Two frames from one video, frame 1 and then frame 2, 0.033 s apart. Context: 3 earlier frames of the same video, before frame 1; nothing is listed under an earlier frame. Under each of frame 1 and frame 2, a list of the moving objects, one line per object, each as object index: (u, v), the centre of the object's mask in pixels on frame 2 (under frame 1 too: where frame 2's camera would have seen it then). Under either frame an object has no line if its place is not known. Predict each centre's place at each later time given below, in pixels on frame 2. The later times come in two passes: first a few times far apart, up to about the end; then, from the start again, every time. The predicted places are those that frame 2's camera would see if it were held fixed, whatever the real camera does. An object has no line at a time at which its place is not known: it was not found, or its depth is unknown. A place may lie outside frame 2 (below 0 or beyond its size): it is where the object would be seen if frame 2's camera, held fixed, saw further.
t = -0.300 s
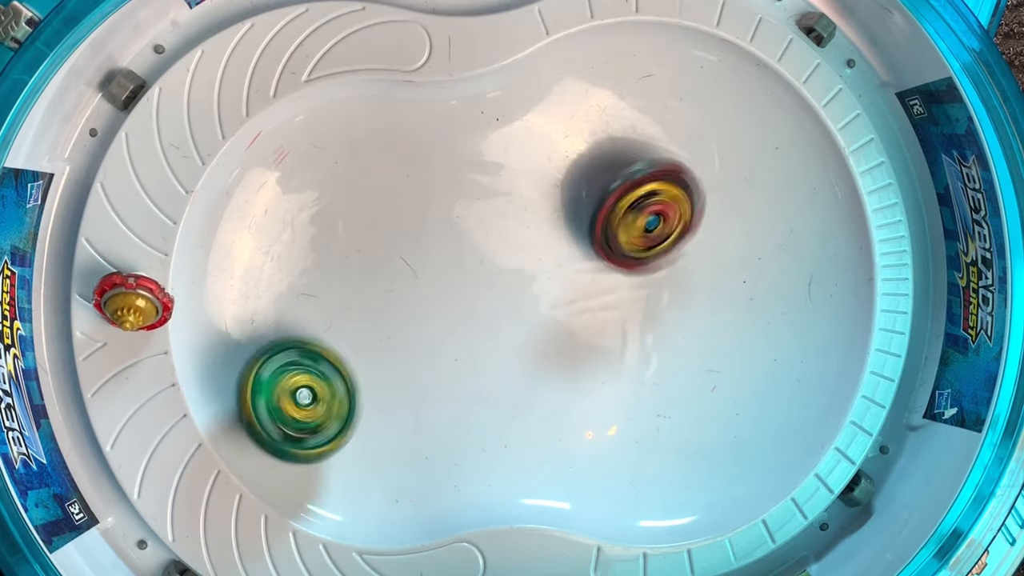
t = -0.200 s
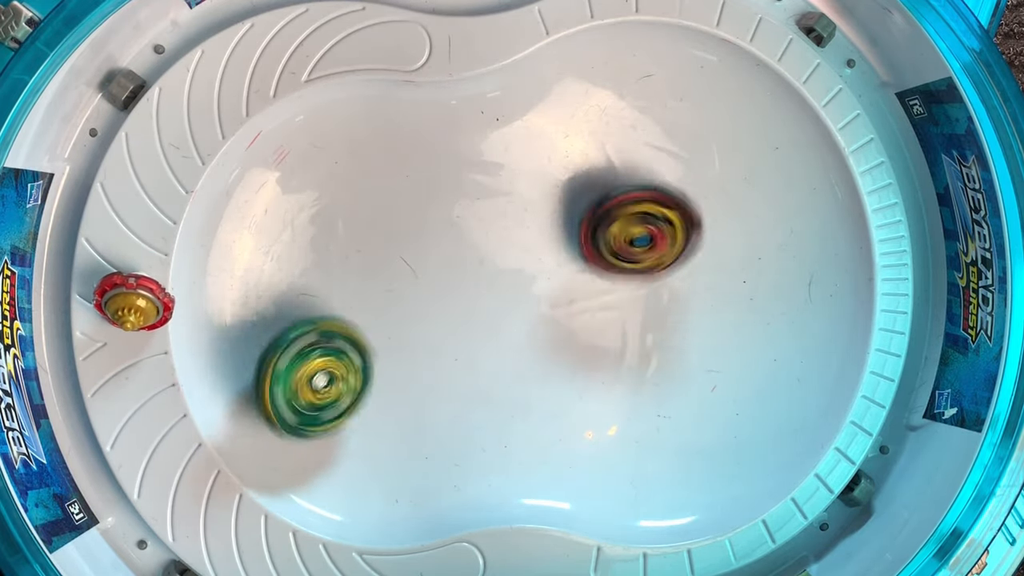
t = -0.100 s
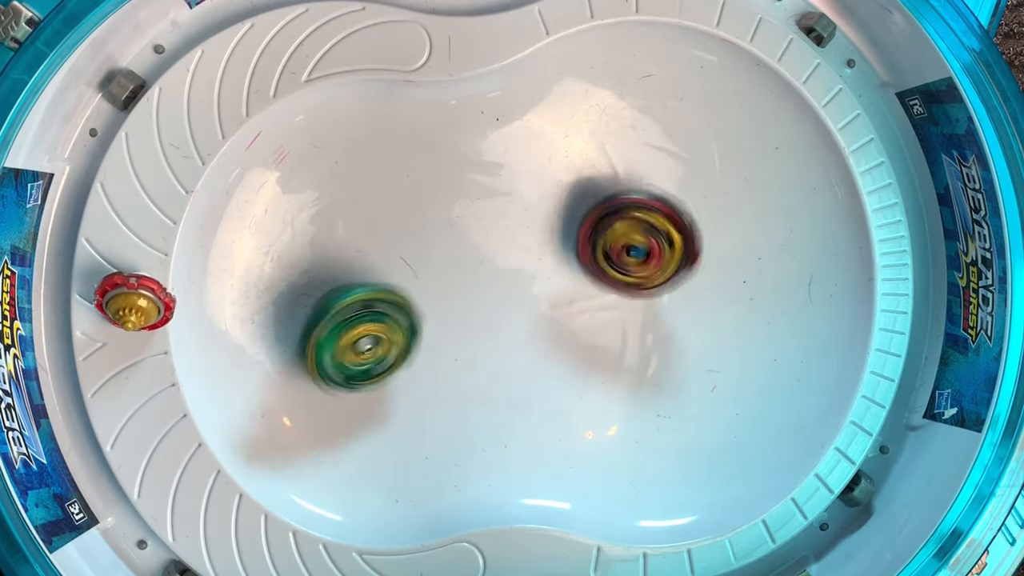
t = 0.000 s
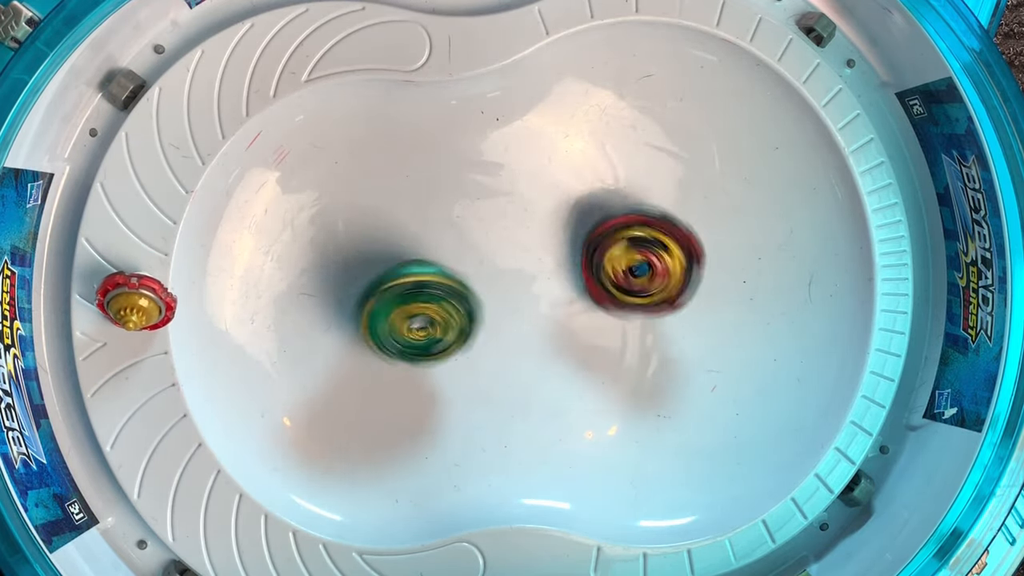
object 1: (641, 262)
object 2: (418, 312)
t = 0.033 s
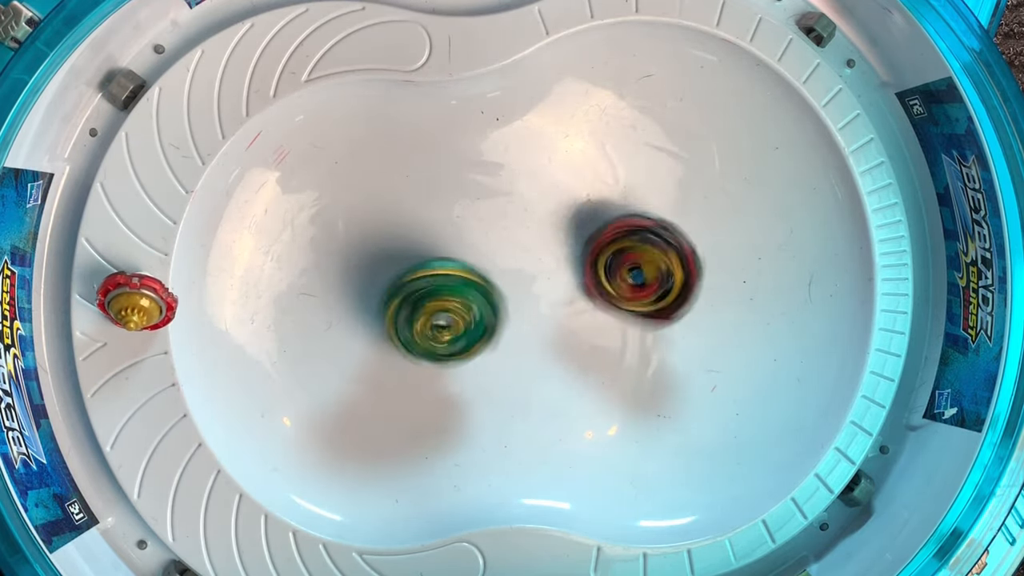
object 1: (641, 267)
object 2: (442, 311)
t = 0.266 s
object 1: (648, 294)
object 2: (575, 381)
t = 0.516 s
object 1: (637, 300)
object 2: (678, 440)
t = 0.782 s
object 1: (646, 264)
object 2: (699, 380)
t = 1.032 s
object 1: (647, 240)
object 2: (699, 338)
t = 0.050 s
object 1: (642, 271)
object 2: (454, 311)
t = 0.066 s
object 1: (641, 274)
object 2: (466, 313)
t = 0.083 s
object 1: (639, 275)
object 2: (478, 315)
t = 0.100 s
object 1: (639, 278)
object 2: (489, 319)
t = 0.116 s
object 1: (639, 281)
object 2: (500, 324)
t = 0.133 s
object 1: (639, 284)
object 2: (509, 329)
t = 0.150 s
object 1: (638, 285)
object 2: (518, 333)
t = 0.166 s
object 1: (638, 286)
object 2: (527, 338)
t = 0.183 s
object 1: (638, 288)
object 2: (536, 344)
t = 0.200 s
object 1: (639, 292)
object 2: (545, 351)
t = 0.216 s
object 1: (640, 293)
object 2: (554, 358)
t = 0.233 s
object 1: (642, 294)
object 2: (560, 367)
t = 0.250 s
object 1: (645, 293)
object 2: (567, 374)
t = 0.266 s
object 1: (648, 294)
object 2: (575, 381)
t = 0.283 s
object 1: (650, 295)
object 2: (583, 387)
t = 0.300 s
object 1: (651, 296)
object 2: (593, 392)
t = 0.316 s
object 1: (652, 296)
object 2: (601, 396)
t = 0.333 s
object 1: (651, 297)
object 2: (611, 402)
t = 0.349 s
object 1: (649, 297)
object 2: (619, 407)
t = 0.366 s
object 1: (647, 295)
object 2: (626, 412)
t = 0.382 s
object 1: (646, 295)
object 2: (633, 415)
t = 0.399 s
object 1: (645, 295)
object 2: (641, 419)
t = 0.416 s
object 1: (645, 295)
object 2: (647, 422)
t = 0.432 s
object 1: (640, 297)
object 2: (654, 425)
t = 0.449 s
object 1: (639, 297)
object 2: (661, 430)
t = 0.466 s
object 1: (638, 298)
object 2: (666, 433)
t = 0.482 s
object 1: (637, 299)
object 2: (670, 437)
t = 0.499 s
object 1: (637, 300)
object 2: (675, 439)
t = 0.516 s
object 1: (637, 300)
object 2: (678, 440)
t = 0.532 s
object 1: (636, 303)
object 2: (680, 439)
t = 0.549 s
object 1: (636, 305)
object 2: (683, 438)
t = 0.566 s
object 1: (637, 306)
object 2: (684, 434)
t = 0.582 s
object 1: (638, 307)
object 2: (687, 430)
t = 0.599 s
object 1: (638, 306)
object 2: (689, 427)
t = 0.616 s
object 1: (637, 304)
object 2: (690, 425)
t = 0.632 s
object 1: (636, 301)
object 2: (691, 424)
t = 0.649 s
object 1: (635, 298)
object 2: (692, 420)
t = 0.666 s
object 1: (635, 295)
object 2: (692, 415)
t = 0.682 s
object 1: (634, 292)
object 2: (692, 411)
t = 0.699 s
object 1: (635, 284)
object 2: (693, 409)
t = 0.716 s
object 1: (636, 279)
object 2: (694, 404)
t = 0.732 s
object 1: (638, 274)
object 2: (694, 399)
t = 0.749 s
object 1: (641, 271)
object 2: (695, 393)
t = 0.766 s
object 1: (643, 267)
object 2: (697, 387)
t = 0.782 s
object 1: (646, 264)
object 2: (699, 380)
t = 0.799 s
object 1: (650, 261)
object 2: (701, 373)
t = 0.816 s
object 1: (654, 260)
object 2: (702, 366)
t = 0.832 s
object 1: (655, 256)
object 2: (704, 365)
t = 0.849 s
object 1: (654, 252)
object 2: (706, 366)
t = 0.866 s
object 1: (653, 248)
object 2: (706, 367)
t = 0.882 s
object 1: (653, 247)
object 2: (707, 366)
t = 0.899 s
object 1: (653, 246)
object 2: (706, 366)
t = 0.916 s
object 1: (652, 246)
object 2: (705, 365)
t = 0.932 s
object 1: (652, 246)
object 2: (703, 362)
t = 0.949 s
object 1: (651, 246)
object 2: (701, 357)
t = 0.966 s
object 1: (649, 246)
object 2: (702, 351)
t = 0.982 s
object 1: (648, 245)
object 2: (701, 347)
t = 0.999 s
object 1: (648, 242)
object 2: (700, 344)
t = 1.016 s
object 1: (647, 240)
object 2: (700, 342)
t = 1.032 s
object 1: (647, 240)
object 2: (699, 338)
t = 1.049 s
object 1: (647, 239)
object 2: (698, 336)
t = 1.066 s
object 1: (648, 239)
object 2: (697, 333)
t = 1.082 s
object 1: (647, 239)
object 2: (695, 331)
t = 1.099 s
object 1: (647, 237)
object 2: (689, 329)
